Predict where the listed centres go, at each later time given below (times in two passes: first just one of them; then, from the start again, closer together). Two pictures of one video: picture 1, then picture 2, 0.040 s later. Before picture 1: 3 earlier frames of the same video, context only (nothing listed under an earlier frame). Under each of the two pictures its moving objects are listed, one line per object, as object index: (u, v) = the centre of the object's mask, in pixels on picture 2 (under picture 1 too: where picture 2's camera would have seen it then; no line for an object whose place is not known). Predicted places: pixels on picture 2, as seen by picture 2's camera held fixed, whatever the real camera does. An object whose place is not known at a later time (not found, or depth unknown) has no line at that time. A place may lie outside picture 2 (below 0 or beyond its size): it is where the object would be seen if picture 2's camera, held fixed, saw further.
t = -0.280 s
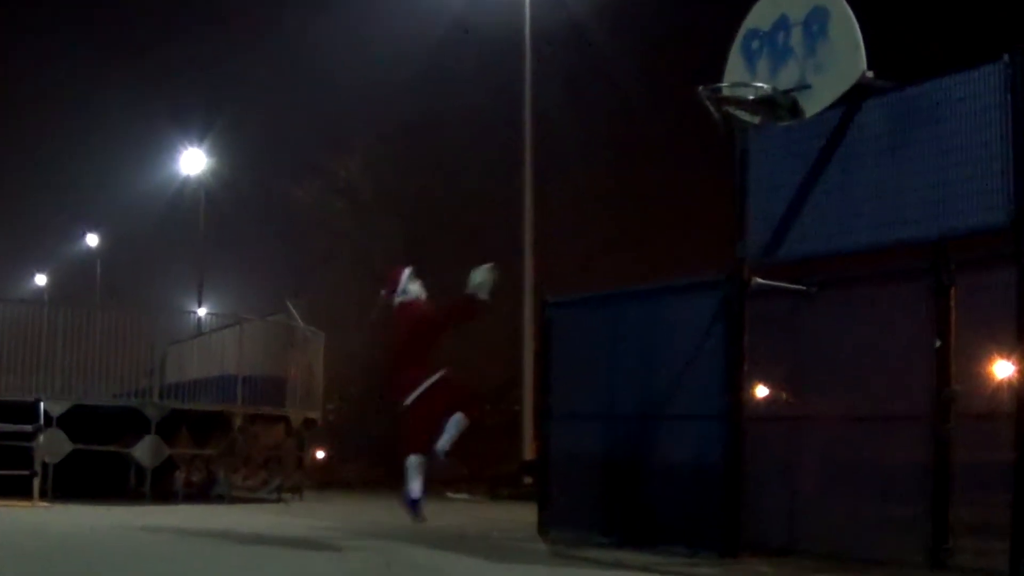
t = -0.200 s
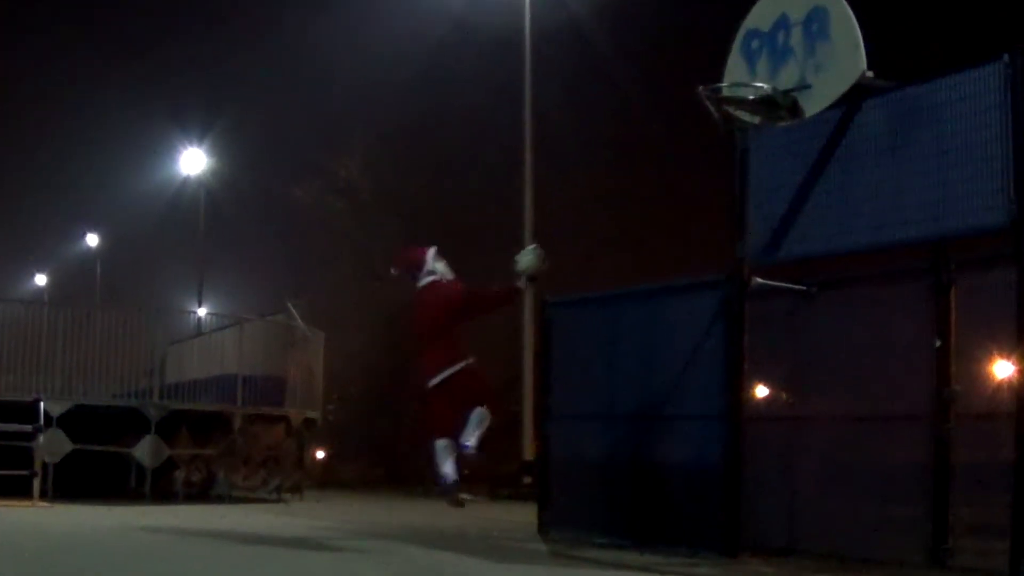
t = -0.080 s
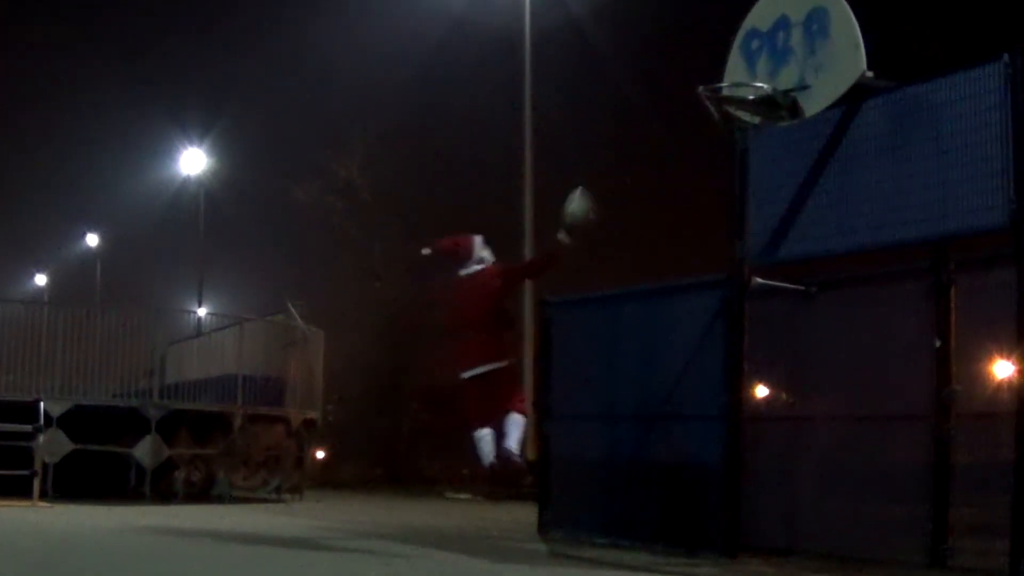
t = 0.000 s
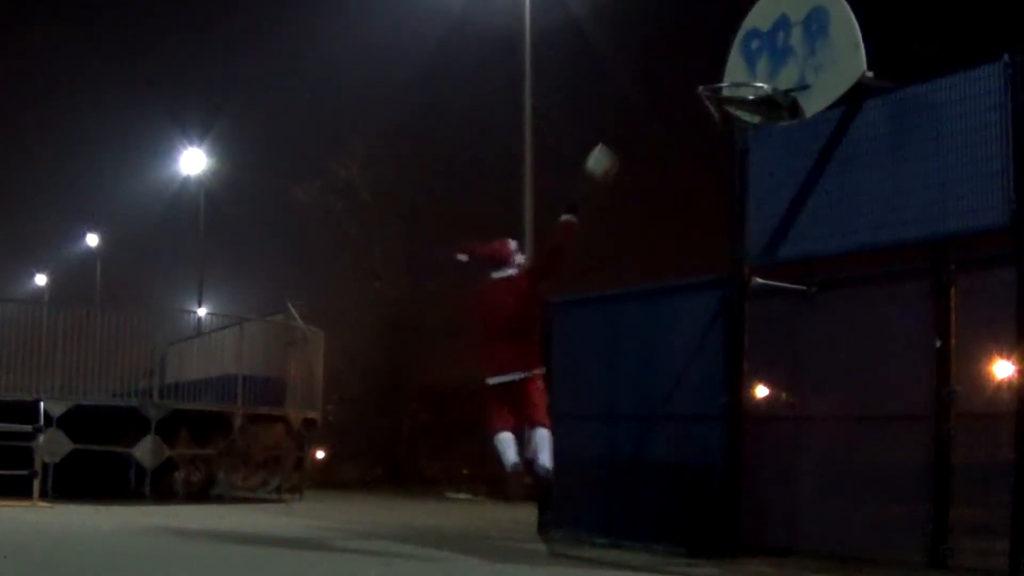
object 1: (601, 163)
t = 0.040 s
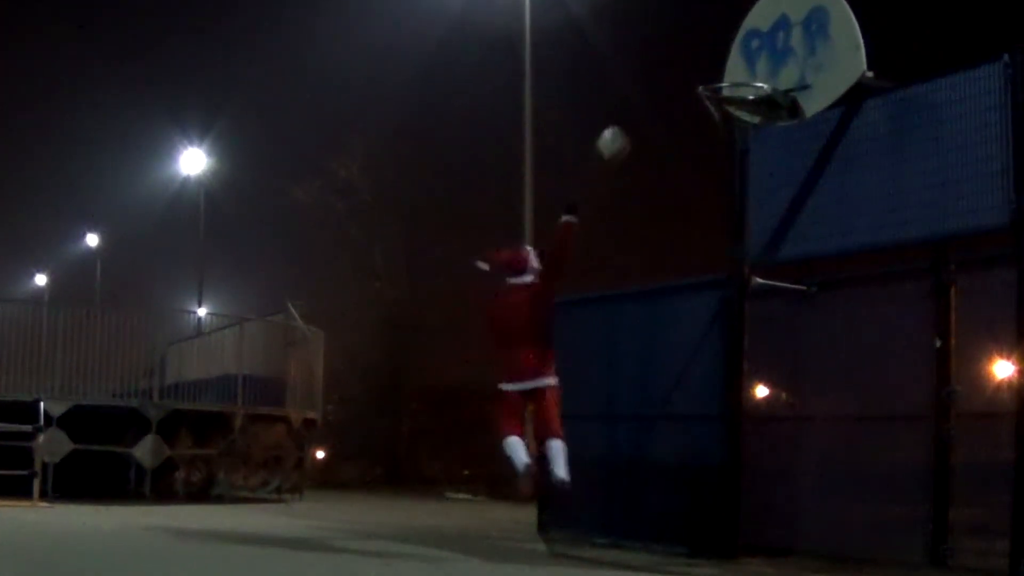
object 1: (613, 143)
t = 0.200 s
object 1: (659, 89)
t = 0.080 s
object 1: (625, 126)
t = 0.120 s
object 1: (637, 111)
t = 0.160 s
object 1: (647, 100)
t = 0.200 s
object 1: (659, 89)
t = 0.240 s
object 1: (670, 80)
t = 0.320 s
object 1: (693, 71)
